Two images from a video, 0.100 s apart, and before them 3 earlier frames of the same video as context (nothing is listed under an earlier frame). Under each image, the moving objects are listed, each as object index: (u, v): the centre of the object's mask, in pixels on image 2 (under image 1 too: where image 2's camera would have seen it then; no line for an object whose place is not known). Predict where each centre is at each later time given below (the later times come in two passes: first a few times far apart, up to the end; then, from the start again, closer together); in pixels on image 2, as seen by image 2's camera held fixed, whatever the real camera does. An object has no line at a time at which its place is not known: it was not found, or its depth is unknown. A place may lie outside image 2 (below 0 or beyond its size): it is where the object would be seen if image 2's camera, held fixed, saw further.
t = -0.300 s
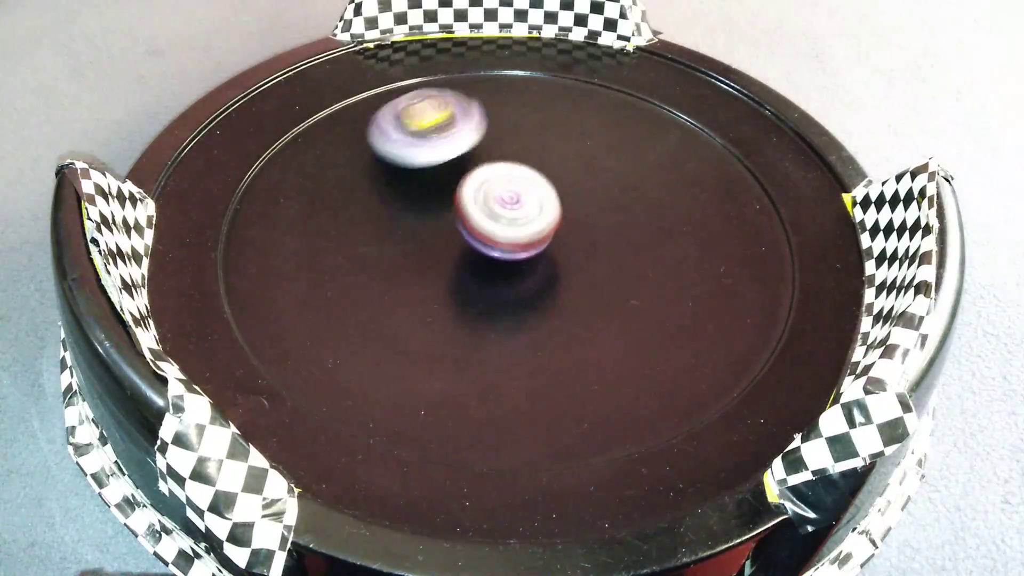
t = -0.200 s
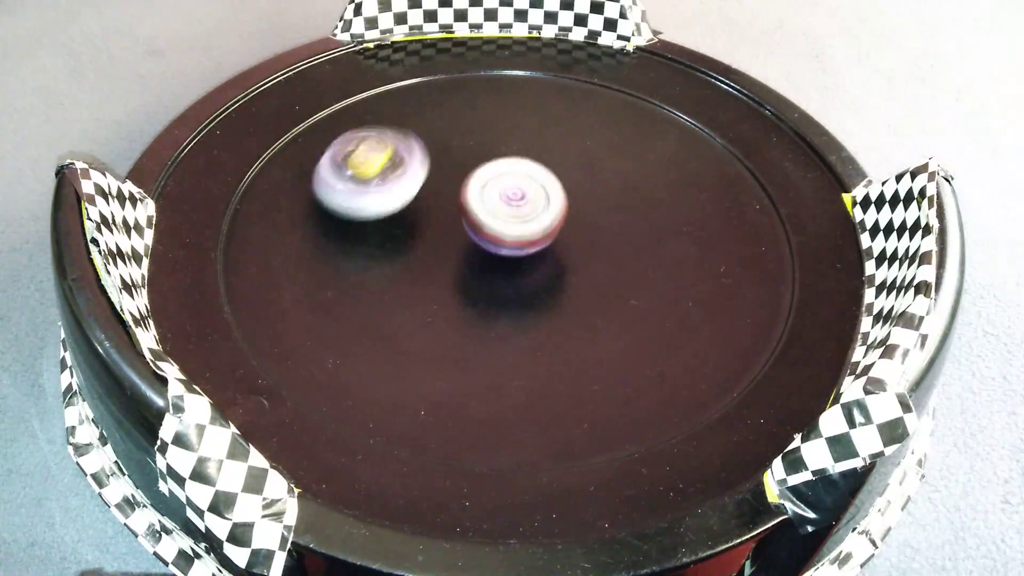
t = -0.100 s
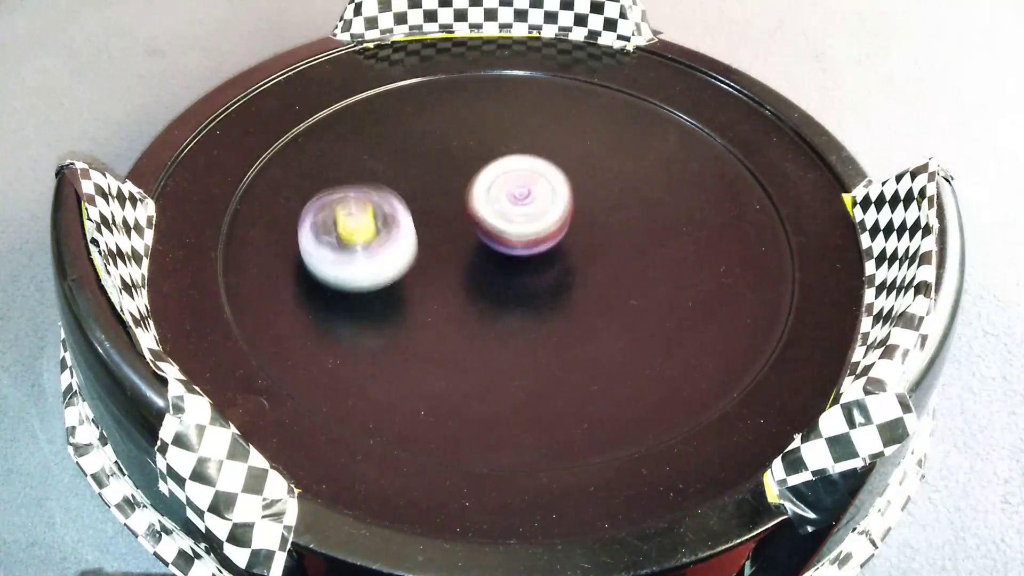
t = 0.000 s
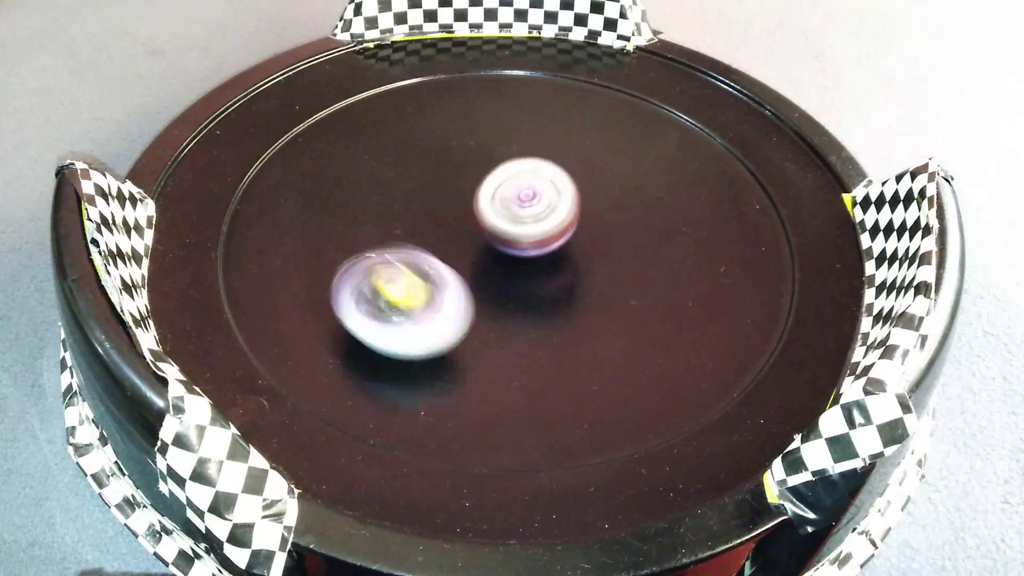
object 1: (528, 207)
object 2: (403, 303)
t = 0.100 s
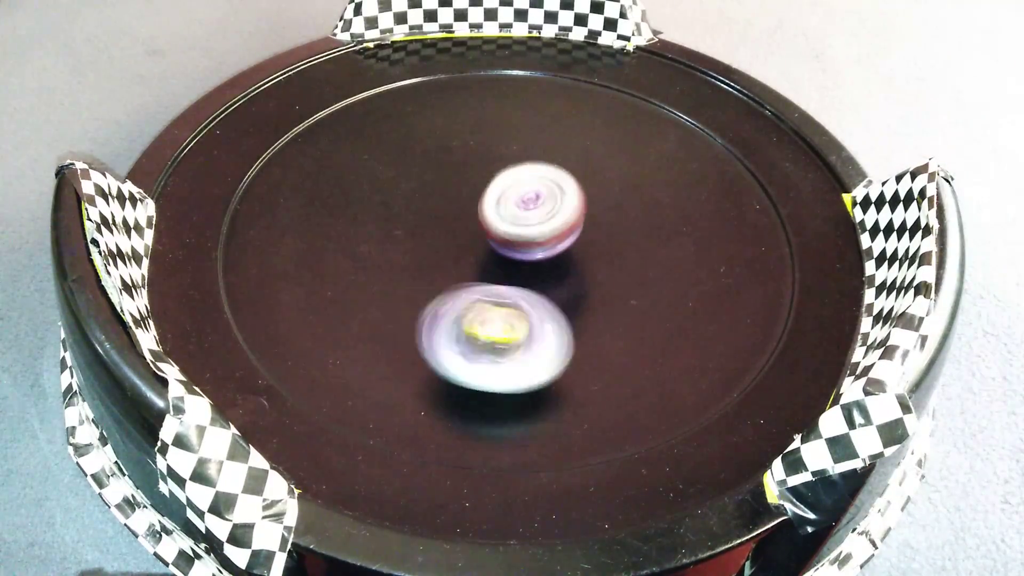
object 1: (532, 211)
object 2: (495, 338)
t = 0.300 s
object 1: (529, 222)
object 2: (666, 280)
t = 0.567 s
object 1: (509, 222)
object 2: (616, 137)
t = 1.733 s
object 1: (507, 215)
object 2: (577, 151)
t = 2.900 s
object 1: (645, 192)
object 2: (517, 245)
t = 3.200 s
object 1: (565, 220)
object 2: (436, 187)
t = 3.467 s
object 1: (541, 213)
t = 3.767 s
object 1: (623, 208)
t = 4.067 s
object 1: (577, 241)
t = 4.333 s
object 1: (487, 252)
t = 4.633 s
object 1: (479, 252)
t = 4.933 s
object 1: (480, 253)
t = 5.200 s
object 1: (468, 252)
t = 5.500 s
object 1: (466, 252)
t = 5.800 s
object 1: (463, 251)
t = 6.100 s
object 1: (461, 251)
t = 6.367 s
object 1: (460, 252)
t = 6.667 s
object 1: (459, 252)
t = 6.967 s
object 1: (459, 253)
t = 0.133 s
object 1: (533, 213)
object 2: (531, 341)
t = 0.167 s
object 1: (533, 214)
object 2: (565, 337)
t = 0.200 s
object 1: (533, 216)
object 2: (598, 328)
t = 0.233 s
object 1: (532, 218)
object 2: (626, 316)
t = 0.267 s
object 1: (530, 220)
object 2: (649, 300)
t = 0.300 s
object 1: (529, 222)
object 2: (666, 280)
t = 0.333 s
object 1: (526, 223)
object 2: (677, 260)
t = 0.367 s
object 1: (524, 224)
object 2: (683, 239)
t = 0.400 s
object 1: (521, 224)
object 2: (683, 219)
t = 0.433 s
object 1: (518, 225)
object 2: (677, 200)
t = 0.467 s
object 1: (516, 225)
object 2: (667, 181)
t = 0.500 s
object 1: (513, 224)
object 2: (653, 164)
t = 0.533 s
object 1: (512, 223)
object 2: (636, 149)
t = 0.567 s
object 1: (509, 222)
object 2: (616, 137)
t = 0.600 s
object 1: (508, 221)
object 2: (593, 128)
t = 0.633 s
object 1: (507, 219)
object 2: (569, 120)
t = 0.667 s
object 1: (506, 217)
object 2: (544, 116)
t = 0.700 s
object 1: (506, 216)
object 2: (518, 115)
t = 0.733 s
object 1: (507, 214)
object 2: (492, 117)
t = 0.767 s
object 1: (507, 213)
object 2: (468, 121)
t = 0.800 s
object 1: (509, 212)
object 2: (443, 129)
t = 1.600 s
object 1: (509, 222)
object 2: (637, 185)
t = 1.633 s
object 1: (509, 220)
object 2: (625, 174)
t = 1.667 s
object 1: (507, 218)
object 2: (609, 164)
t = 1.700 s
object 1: (508, 217)
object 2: (594, 157)
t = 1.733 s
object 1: (507, 215)
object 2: (577, 151)
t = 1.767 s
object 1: (508, 214)
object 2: (562, 147)
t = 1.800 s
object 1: (508, 212)
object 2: (545, 144)
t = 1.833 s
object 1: (510, 212)
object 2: (527, 142)
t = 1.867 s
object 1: (511, 211)
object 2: (510, 141)
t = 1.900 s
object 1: (512, 214)
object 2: (493, 142)
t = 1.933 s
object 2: (476, 146)
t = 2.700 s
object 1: (655, 190)
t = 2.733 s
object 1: (663, 185)
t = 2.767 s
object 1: (668, 182)
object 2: (512, 277)
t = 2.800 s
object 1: (666, 184)
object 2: (516, 270)
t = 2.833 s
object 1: (662, 184)
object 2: (518, 262)
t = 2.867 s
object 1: (653, 188)
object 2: (518, 253)
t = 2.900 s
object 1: (645, 192)
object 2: (517, 245)
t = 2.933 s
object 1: (634, 194)
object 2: (513, 236)
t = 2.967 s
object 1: (619, 199)
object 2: (508, 227)
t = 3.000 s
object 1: (607, 203)
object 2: (500, 219)
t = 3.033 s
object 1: (599, 206)
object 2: (490, 213)
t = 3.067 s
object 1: (589, 209)
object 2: (481, 207)
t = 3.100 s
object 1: (578, 210)
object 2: (472, 202)
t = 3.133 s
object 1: (567, 211)
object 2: (463, 199)
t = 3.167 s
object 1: (562, 215)
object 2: (450, 193)
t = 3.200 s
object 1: (565, 220)
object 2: (436, 187)
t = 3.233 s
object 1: (565, 225)
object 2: (424, 184)
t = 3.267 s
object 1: (562, 226)
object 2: (416, 184)
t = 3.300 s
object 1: (557, 227)
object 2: (410, 187)
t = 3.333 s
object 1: (551, 224)
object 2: (407, 192)
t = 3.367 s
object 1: (546, 223)
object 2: (407, 198)
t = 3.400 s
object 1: (543, 220)
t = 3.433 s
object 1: (540, 217)
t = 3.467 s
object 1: (541, 213)
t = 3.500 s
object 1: (547, 212)
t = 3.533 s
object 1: (559, 211)
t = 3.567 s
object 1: (568, 212)
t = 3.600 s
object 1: (576, 212)
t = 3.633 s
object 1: (588, 211)
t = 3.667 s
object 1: (601, 212)
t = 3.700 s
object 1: (610, 211)
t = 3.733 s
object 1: (618, 208)
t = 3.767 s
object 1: (623, 208)
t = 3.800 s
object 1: (622, 209)
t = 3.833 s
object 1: (620, 212)
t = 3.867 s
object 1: (614, 215)
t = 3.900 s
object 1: (615, 220)
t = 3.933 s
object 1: (612, 226)
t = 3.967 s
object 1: (608, 231)
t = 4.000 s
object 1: (600, 237)
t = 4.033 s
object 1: (592, 240)
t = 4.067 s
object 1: (577, 241)
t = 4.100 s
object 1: (566, 243)
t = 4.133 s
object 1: (550, 246)
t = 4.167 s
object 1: (533, 247)
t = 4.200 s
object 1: (519, 245)
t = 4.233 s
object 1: (506, 247)
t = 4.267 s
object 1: (498, 250)
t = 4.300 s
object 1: (493, 252)
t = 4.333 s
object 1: (487, 252)
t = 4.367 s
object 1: (482, 252)
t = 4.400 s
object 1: (478, 251)
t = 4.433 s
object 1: (478, 251)
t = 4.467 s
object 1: (479, 251)
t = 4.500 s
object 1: (480, 251)
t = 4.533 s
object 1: (481, 252)
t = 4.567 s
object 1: (481, 252)
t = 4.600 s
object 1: (480, 252)
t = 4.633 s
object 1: (479, 252)
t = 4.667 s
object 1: (479, 252)
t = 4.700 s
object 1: (477, 251)
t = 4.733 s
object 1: (477, 251)
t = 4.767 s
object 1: (477, 251)
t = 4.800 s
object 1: (477, 251)
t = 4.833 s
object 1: (478, 252)
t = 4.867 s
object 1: (479, 253)
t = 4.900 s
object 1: (480, 253)
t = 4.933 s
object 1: (480, 253)
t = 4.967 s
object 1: (480, 253)
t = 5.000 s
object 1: (479, 252)
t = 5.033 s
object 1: (476, 252)
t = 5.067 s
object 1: (472, 252)
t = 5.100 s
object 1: (469, 252)
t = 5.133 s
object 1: (468, 252)
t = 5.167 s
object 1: (468, 252)
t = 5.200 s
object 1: (468, 252)
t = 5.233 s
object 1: (469, 252)
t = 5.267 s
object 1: (468, 252)
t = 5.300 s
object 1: (468, 252)
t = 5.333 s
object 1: (467, 252)
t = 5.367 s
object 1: (467, 252)
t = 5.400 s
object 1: (466, 252)
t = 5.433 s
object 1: (466, 252)
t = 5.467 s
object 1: (466, 252)
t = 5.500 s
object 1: (466, 252)
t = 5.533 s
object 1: (466, 252)
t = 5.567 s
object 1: (465, 252)
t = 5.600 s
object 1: (464, 252)
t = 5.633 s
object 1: (462, 252)
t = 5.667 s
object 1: (462, 249)
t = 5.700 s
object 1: (462, 250)
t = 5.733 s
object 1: (462, 252)
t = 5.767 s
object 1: (464, 251)
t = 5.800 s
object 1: (463, 251)
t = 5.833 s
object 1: (462, 252)
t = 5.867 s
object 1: (462, 251)
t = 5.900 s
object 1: (461, 251)
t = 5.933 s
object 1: (460, 251)
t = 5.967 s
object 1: (460, 251)
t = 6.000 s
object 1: (461, 251)
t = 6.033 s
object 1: (462, 252)
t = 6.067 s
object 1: (462, 252)
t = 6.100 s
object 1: (461, 251)
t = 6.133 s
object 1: (461, 251)
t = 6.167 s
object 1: (461, 251)
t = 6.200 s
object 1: (460, 252)
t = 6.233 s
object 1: (461, 252)
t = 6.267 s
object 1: (460, 251)
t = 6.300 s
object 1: (460, 252)
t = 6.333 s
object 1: (460, 252)
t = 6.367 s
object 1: (460, 252)
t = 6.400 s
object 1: (459, 252)
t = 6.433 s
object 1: (459, 252)
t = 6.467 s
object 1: (460, 252)
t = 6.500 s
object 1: (460, 252)
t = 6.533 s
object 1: (459, 252)
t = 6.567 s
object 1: (459, 252)
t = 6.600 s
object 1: (459, 253)
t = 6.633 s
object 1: (459, 252)
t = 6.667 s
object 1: (459, 252)
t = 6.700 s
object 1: (459, 252)
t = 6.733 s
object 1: (459, 253)
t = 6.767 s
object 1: (459, 252)
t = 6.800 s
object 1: (459, 252)
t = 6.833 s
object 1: (459, 252)
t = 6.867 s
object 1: (458, 253)
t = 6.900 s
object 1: (458, 253)
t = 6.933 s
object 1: (459, 253)
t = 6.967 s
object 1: (459, 253)
